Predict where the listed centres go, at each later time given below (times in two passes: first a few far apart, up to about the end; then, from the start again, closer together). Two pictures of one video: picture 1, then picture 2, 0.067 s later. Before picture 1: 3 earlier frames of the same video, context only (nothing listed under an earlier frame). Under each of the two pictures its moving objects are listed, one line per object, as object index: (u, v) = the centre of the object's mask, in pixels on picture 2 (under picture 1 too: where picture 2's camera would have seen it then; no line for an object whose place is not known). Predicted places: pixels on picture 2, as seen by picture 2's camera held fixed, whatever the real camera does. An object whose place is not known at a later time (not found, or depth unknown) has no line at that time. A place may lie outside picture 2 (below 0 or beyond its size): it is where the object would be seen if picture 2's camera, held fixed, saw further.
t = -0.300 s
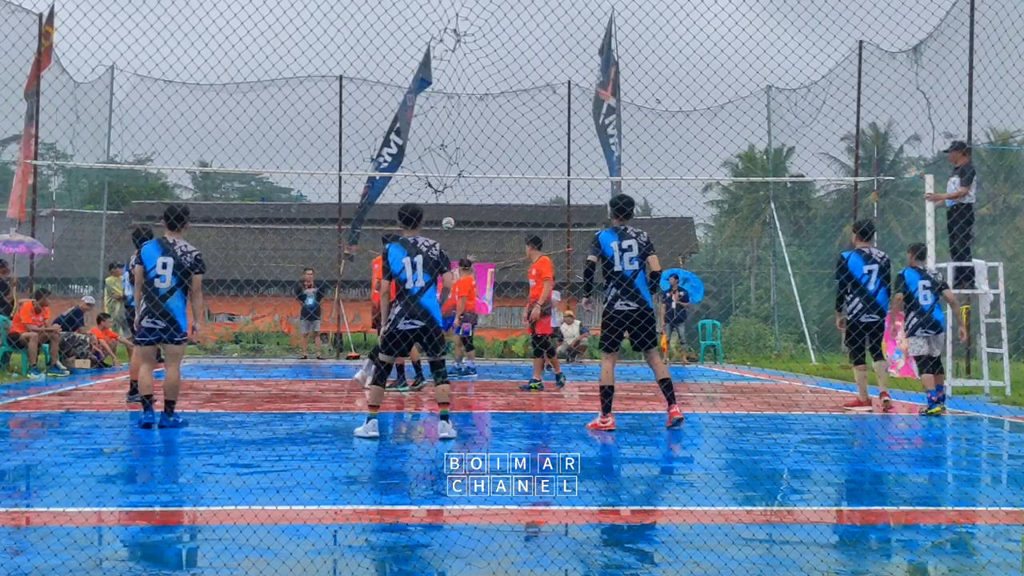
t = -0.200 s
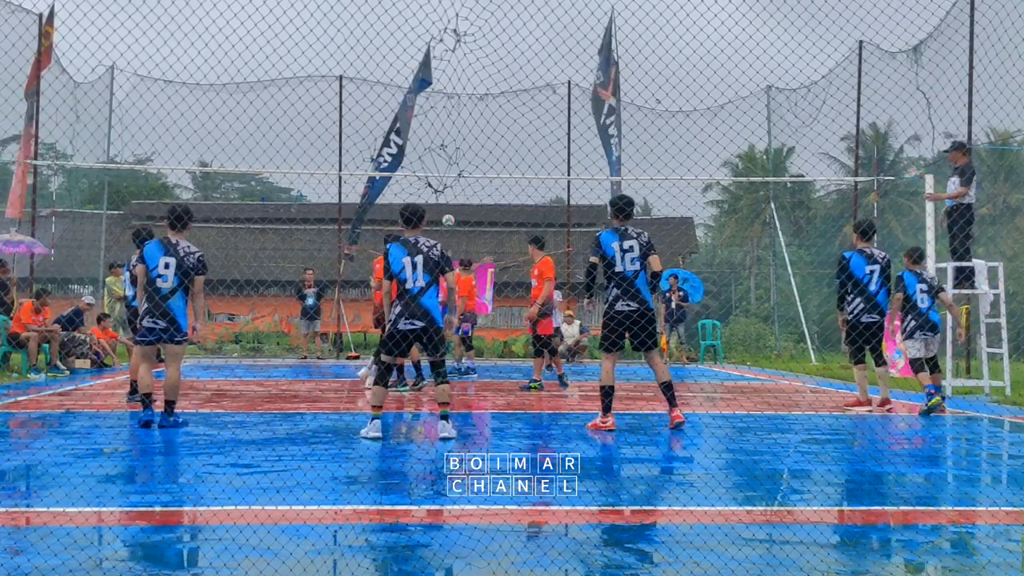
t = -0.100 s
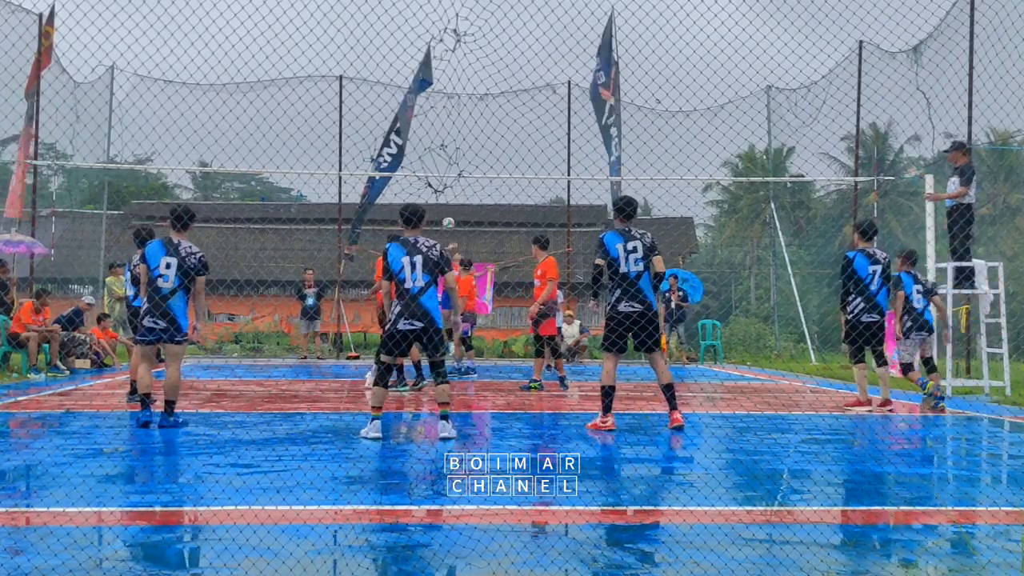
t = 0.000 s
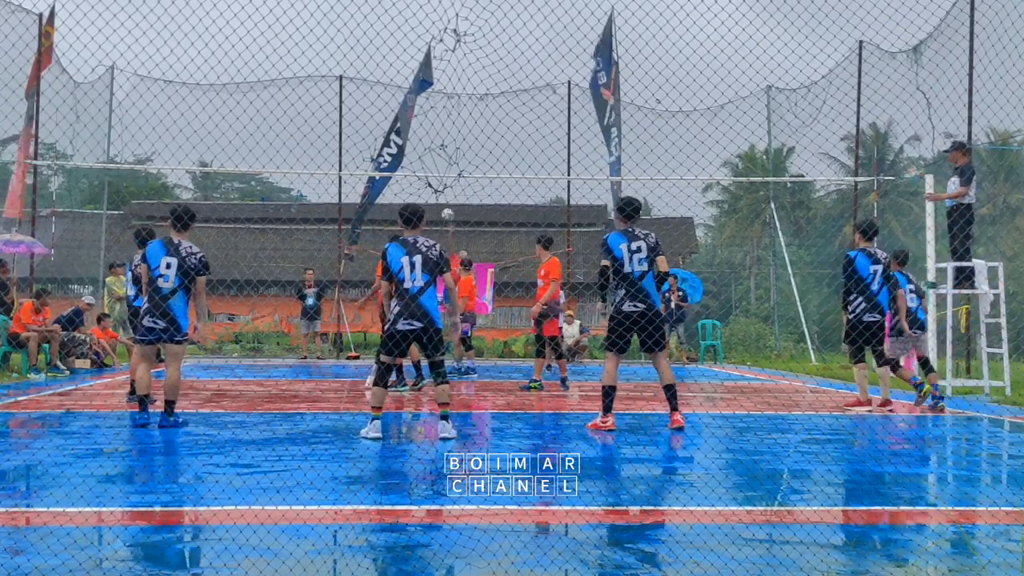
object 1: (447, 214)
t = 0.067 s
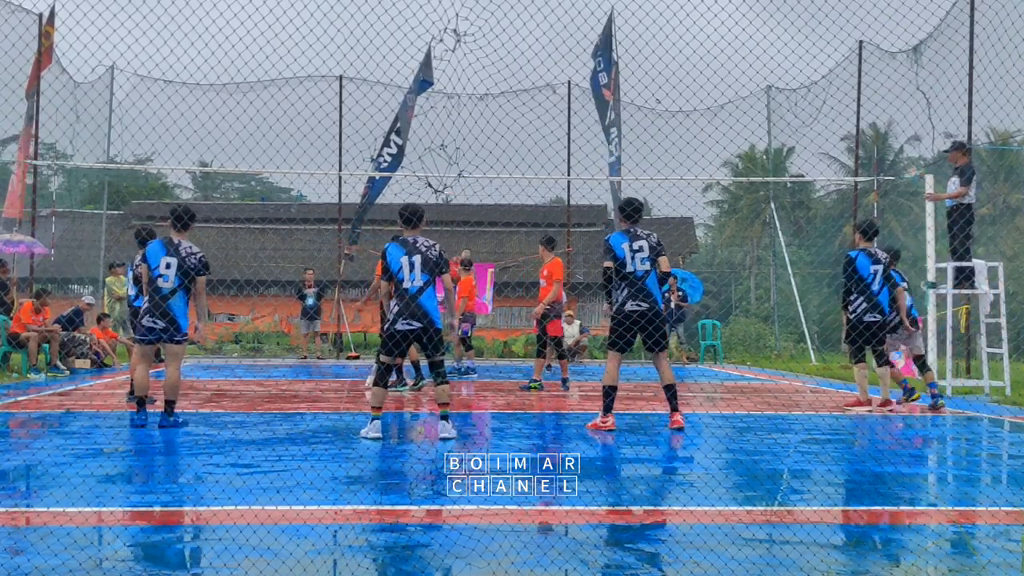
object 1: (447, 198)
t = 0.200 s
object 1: (443, 166)
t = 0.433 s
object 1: (435, 126)
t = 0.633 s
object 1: (421, 113)
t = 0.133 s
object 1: (446, 183)
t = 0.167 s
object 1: (444, 173)
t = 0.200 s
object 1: (443, 166)
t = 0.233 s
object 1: (443, 160)
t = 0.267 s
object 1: (441, 153)
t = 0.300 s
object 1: (440, 147)
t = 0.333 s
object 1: (439, 143)
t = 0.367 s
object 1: (438, 137)
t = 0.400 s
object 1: (437, 131)
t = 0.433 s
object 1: (435, 126)
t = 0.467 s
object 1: (434, 122)
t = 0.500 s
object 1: (431, 120)
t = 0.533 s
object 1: (429, 116)
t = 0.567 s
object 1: (426, 114)
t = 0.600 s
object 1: (424, 113)
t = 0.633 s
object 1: (421, 113)
